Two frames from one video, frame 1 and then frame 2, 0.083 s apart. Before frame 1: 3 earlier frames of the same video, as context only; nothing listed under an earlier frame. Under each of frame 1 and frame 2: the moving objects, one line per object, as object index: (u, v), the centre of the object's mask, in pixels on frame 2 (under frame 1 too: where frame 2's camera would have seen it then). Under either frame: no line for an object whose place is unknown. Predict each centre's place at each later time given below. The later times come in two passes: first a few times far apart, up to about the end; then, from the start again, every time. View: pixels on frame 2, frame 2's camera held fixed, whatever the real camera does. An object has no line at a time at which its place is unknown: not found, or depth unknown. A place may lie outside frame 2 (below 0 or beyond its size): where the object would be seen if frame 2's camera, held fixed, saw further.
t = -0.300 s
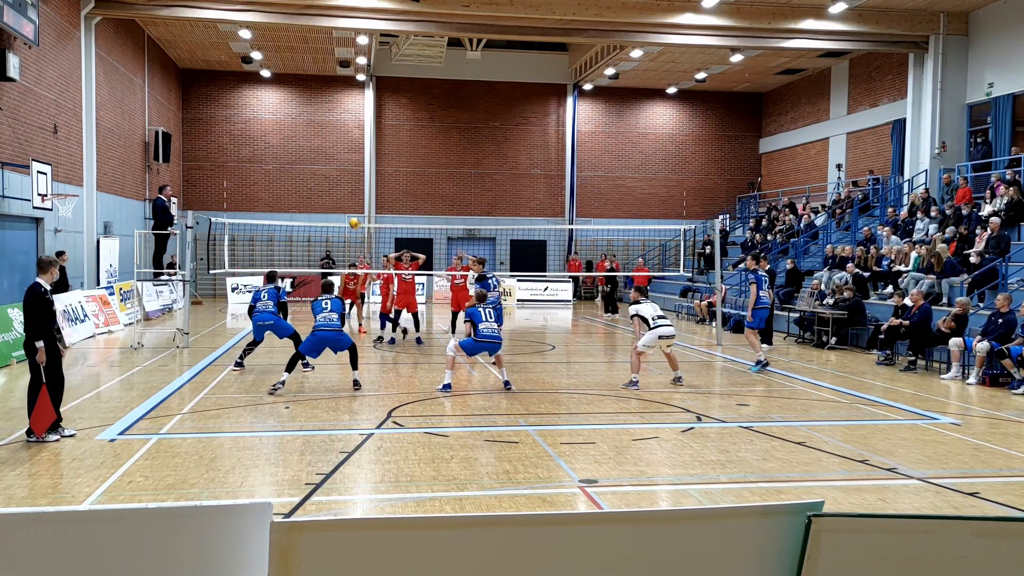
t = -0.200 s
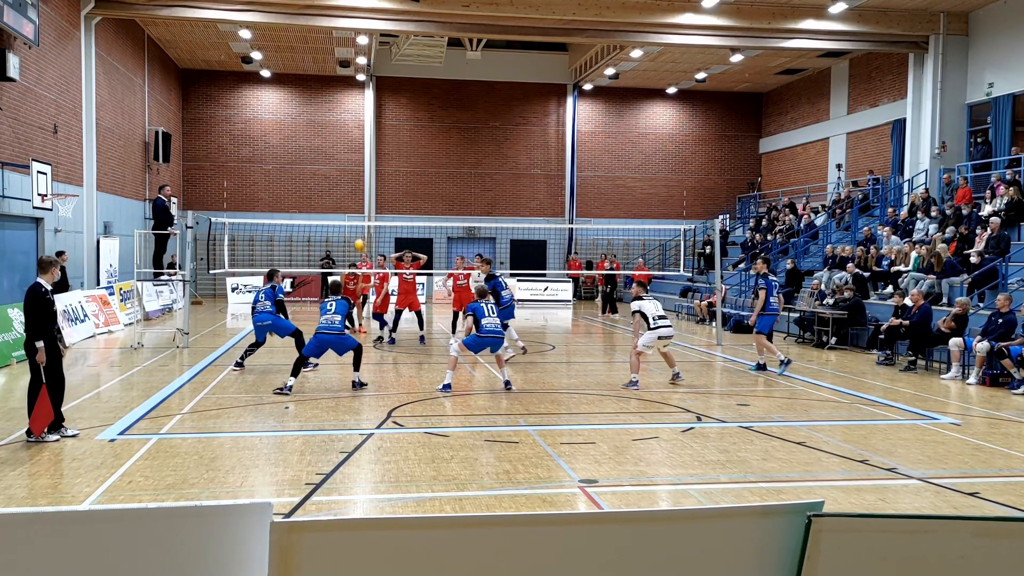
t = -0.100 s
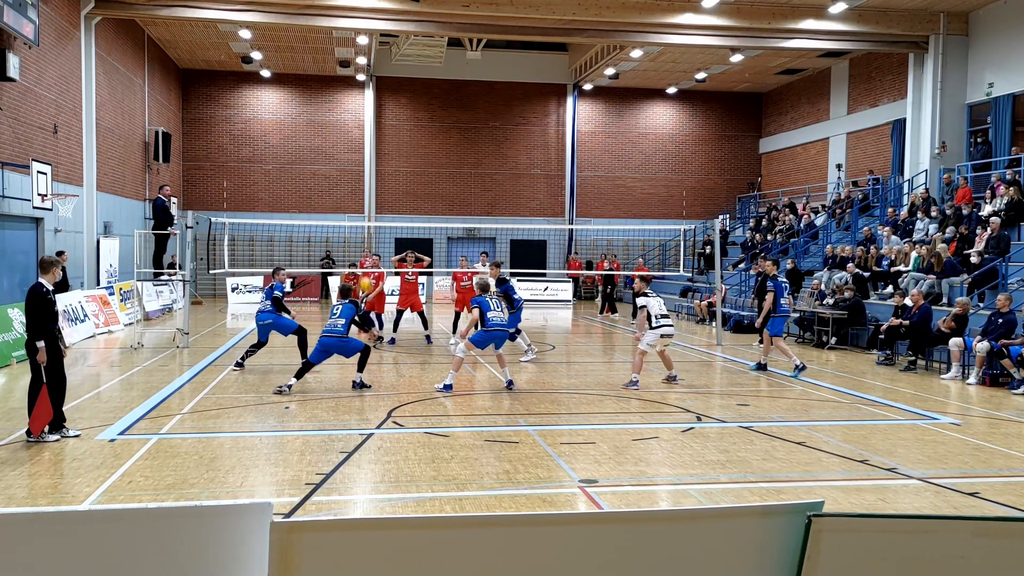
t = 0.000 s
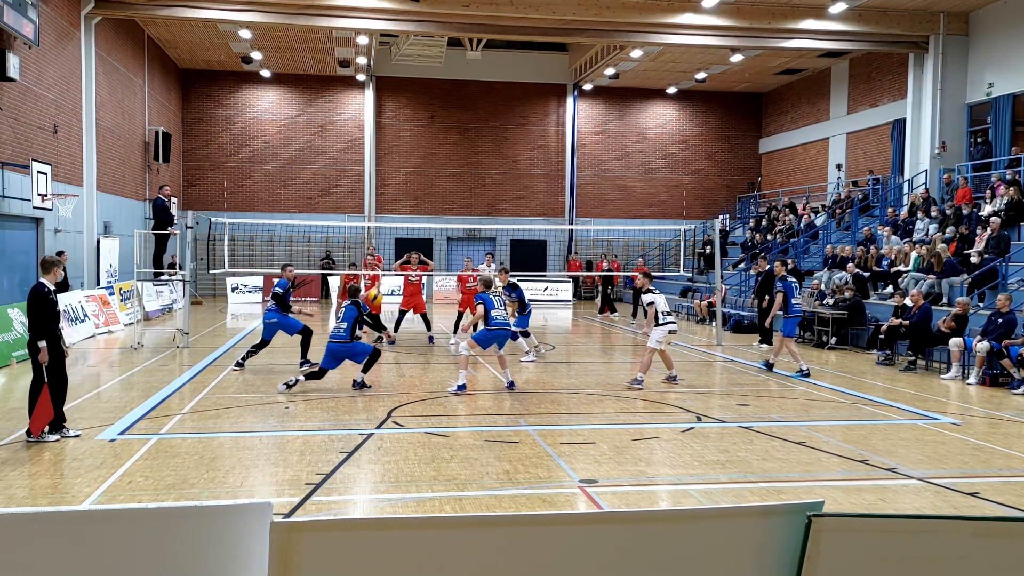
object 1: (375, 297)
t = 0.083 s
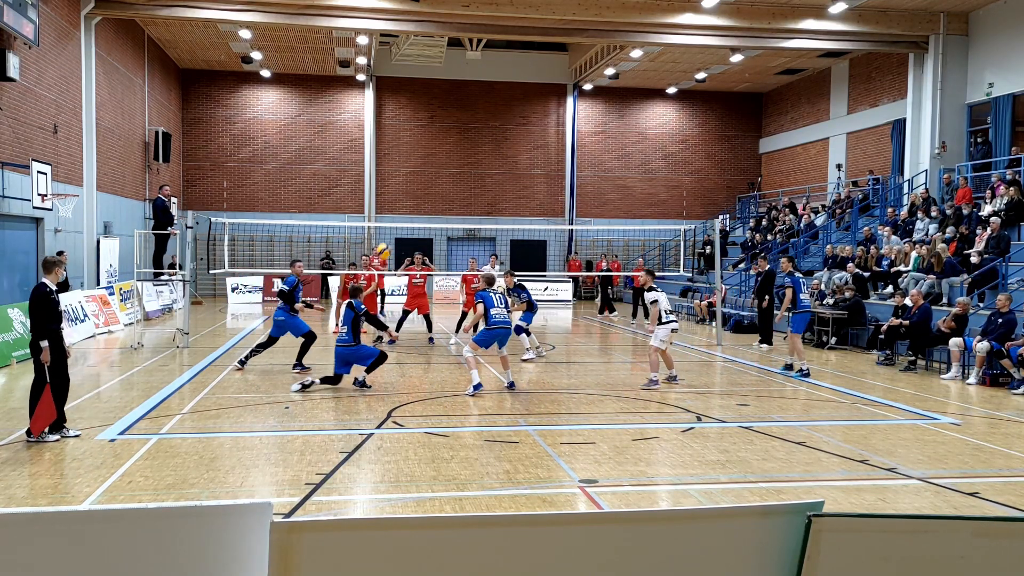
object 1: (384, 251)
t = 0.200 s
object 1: (394, 197)
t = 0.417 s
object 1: (412, 128)
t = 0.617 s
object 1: (427, 94)
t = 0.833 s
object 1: (441, 86)
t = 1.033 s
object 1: (454, 103)
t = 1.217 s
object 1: (465, 137)
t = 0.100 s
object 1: (385, 243)
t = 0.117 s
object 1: (387, 234)
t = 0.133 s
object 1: (389, 227)
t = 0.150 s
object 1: (390, 219)
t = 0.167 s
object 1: (391, 212)
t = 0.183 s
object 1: (393, 205)
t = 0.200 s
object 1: (394, 197)
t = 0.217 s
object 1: (395, 192)
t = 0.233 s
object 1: (397, 185)
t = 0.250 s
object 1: (399, 179)
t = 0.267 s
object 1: (400, 173)
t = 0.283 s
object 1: (401, 166)
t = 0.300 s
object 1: (403, 161)
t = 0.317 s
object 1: (404, 156)
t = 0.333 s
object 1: (406, 151)
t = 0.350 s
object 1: (407, 146)
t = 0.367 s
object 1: (408, 141)
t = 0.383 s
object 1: (409, 136)
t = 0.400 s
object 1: (411, 132)
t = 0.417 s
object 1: (412, 128)
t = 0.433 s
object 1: (413, 124)
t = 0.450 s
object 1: (414, 121)
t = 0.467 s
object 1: (416, 117)
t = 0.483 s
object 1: (417, 114)
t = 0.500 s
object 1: (419, 110)
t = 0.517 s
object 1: (420, 108)
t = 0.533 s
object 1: (421, 105)
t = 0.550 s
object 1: (422, 102)
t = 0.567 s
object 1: (423, 100)
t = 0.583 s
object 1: (424, 98)
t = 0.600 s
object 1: (426, 96)
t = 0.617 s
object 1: (427, 94)
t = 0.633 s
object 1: (428, 92)
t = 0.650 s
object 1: (429, 91)
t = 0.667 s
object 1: (430, 89)
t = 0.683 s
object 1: (431, 88)
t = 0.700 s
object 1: (433, 87)
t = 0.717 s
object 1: (434, 87)
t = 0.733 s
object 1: (435, 86)
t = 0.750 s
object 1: (436, 86)
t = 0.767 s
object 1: (437, 85)
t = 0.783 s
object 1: (438, 85)
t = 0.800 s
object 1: (439, 85)
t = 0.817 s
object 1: (440, 86)
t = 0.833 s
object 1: (441, 86)
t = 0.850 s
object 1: (442, 86)
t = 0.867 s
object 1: (444, 87)
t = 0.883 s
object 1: (445, 88)
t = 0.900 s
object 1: (446, 89)
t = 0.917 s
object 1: (447, 90)
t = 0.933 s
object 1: (448, 92)
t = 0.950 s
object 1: (449, 93)
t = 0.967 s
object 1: (450, 95)
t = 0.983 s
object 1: (451, 97)
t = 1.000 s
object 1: (452, 99)
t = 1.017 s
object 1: (453, 101)
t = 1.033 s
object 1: (454, 103)
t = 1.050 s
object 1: (455, 105)
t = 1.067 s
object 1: (456, 108)
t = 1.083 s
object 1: (457, 111)
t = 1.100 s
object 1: (458, 114)
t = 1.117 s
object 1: (459, 117)
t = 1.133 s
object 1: (460, 120)
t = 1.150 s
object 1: (461, 123)
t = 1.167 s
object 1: (462, 126)
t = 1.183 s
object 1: (463, 130)
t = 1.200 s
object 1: (464, 133)
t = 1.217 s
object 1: (465, 137)
